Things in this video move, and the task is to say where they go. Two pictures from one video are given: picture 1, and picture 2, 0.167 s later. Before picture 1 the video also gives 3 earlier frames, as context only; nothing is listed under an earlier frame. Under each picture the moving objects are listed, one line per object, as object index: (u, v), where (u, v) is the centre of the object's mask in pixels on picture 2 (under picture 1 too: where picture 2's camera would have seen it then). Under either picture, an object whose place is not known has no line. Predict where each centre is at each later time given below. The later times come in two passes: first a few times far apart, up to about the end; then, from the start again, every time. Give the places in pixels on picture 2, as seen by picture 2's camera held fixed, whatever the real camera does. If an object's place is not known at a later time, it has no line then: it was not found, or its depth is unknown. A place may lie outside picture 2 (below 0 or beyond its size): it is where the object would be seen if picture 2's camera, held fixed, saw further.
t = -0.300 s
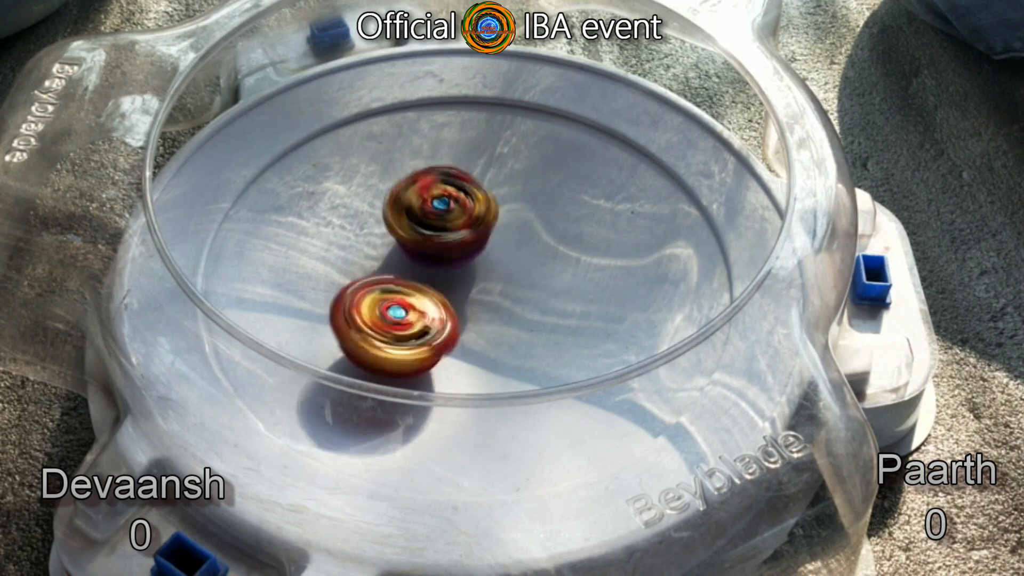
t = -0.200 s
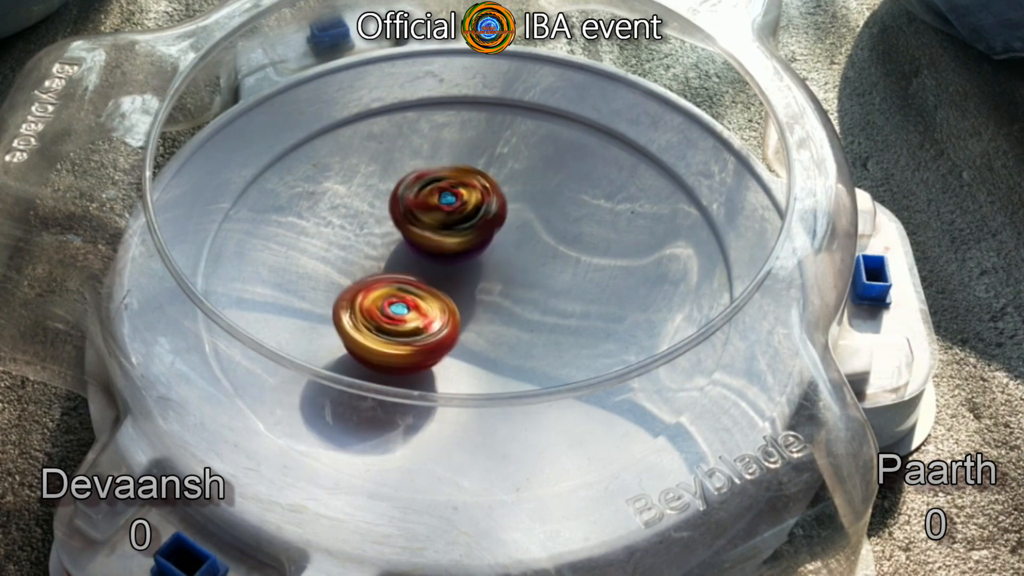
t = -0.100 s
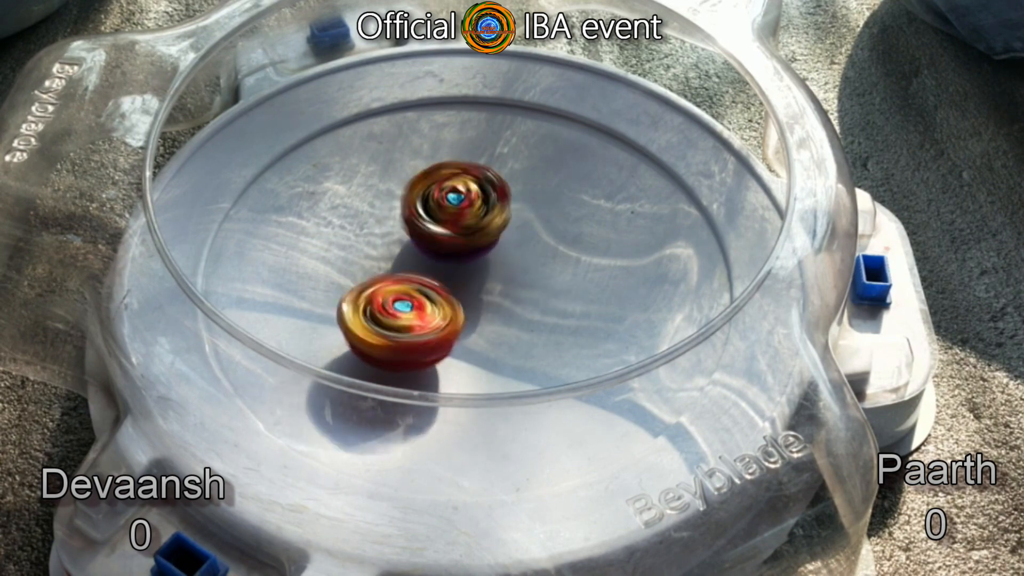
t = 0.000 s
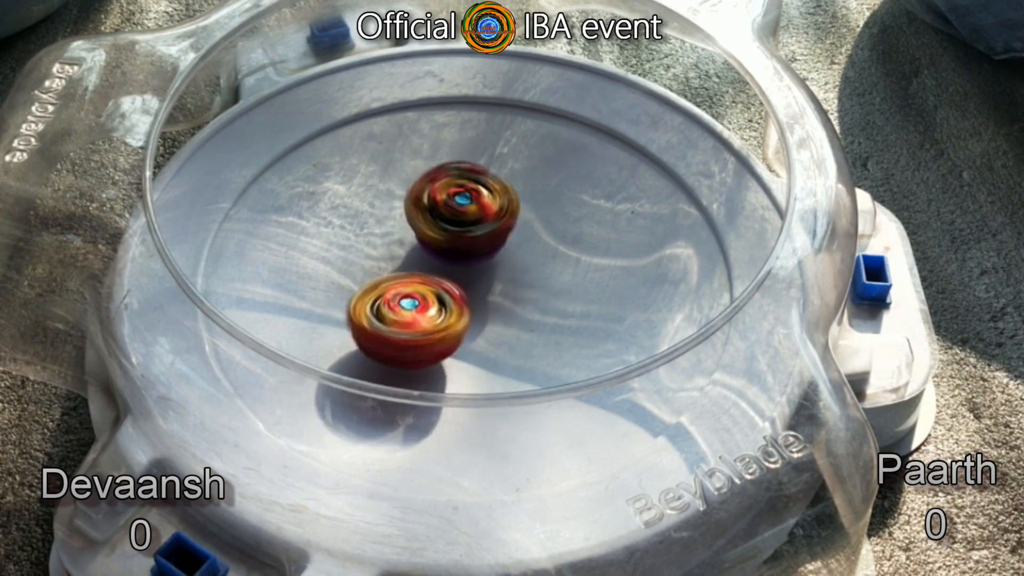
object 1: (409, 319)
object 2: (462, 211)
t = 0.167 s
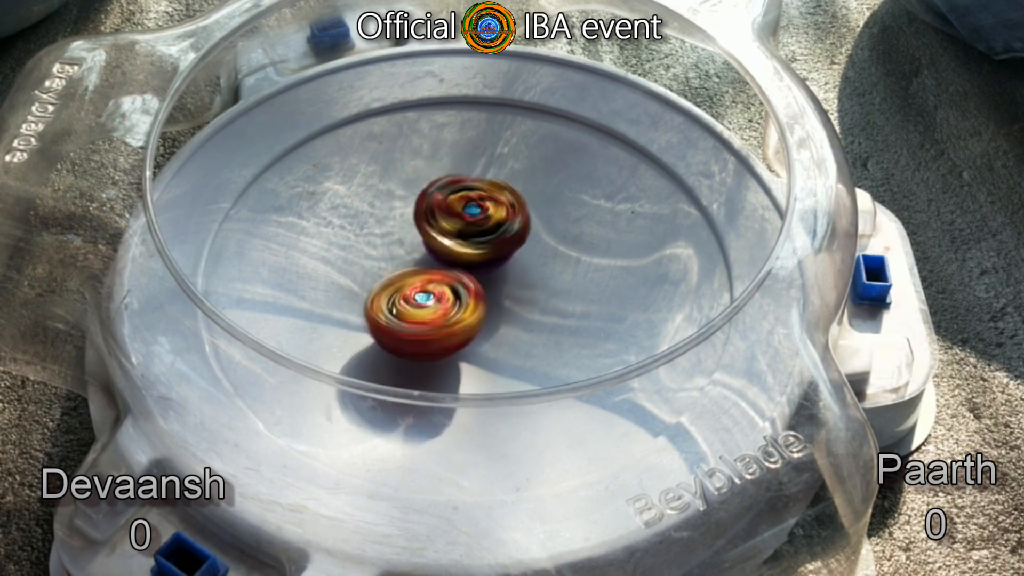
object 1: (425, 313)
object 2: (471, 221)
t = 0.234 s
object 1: (432, 315)
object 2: (473, 219)
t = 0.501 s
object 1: (463, 318)
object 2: (482, 179)
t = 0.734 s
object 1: (467, 291)
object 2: (471, 183)
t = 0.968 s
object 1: (476, 291)
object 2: (442, 186)
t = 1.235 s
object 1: (493, 296)
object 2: (408, 180)
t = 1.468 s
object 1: (522, 316)
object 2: (386, 179)
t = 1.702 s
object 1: (510, 318)
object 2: (416, 214)
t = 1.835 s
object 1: (507, 322)
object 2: (457, 238)
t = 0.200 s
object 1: (428, 311)
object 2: (474, 222)
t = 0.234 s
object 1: (432, 315)
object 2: (473, 219)
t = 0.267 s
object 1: (438, 327)
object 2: (477, 207)
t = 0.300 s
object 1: (445, 331)
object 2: (480, 200)
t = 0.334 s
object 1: (450, 331)
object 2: (480, 196)
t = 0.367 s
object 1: (453, 329)
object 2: (481, 192)
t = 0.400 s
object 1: (455, 327)
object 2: (482, 188)
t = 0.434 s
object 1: (458, 324)
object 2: (483, 183)
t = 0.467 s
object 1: (460, 322)
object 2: (482, 181)
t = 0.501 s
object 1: (463, 318)
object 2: (482, 179)
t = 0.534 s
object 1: (464, 315)
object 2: (482, 177)
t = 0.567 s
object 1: (465, 311)
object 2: (480, 176)
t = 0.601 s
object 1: (466, 306)
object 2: (479, 176)
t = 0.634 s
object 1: (467, 303)
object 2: (479, 176)
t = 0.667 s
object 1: (468, 298)
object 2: (476, 177)
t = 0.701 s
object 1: (467, 295)
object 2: (473, 179)
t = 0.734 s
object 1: (467, 291)
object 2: (471, 183)
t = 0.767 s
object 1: (466, 287)
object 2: (469, 186)
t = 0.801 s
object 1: (467, 285)
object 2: (464, 189)
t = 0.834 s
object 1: (471, 286)
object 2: (461, 189)
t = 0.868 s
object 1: (470, 286)
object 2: (458, 190)
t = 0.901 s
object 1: (471, 285)
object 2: (454, 190)
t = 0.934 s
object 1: (476, 290)
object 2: (446, 187)
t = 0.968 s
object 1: (476, 291)
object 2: (442, 186)
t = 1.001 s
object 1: (477, 290)
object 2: (439, 185)
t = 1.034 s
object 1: (477, 288)
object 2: (436, 184)
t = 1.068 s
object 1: (475, 285)
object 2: (432, 185)
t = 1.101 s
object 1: (474, 284)
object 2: (430, 186)
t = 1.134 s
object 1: (473, 282)
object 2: (428, 188)
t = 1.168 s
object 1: (472, 279)
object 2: (427, 190)
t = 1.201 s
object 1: (472, 280)
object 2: (425, 192)
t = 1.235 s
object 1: (493, 296)
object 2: (408, 180)
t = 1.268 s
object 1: (512, 307)
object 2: (396, 173)
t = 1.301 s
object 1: (524, 314)
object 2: (390, 172)
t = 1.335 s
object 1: (530, 315)
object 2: (391, 172)
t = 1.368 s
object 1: (529, 315)
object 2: (388, 172)
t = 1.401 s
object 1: (526, 315)
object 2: (387, 174)
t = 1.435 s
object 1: (524, 316)
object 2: (387, 177)
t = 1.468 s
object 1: (522, 316)
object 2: (386, 179)
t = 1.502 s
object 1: (520, 317)
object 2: (388, 184)
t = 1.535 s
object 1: (518, 318)
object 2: (391, 187)
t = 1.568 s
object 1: (517, 318)
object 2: (394, 193)
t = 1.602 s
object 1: (516, 317)
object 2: (397, 198)
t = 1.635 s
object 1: (514, 317)
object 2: (403, 204)
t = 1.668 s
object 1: (512, 318)
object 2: (408, 208)
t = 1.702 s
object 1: (510, 318)
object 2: (416, 214)
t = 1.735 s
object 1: (509, 318)
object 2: (425, 220)
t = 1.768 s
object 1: (507, 318)
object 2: (436, 227)
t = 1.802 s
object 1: (505, 318)
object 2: (448, 234)
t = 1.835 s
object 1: (507, 322)
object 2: (457, 238)
